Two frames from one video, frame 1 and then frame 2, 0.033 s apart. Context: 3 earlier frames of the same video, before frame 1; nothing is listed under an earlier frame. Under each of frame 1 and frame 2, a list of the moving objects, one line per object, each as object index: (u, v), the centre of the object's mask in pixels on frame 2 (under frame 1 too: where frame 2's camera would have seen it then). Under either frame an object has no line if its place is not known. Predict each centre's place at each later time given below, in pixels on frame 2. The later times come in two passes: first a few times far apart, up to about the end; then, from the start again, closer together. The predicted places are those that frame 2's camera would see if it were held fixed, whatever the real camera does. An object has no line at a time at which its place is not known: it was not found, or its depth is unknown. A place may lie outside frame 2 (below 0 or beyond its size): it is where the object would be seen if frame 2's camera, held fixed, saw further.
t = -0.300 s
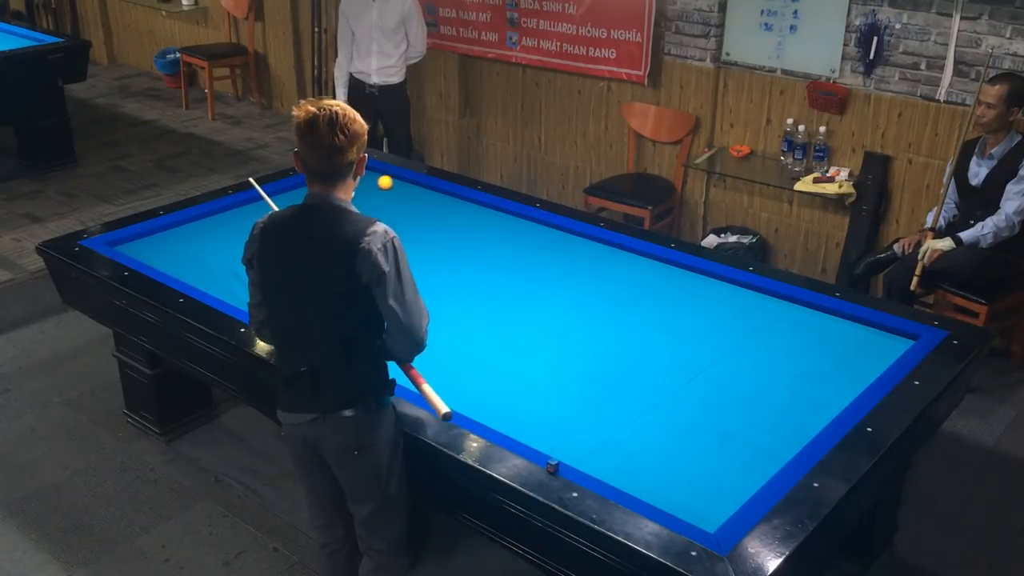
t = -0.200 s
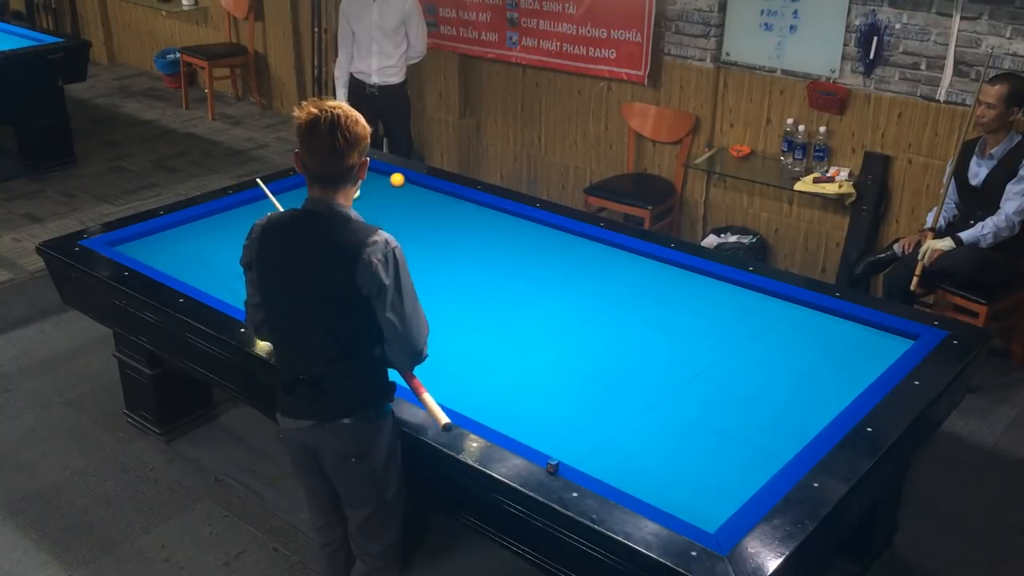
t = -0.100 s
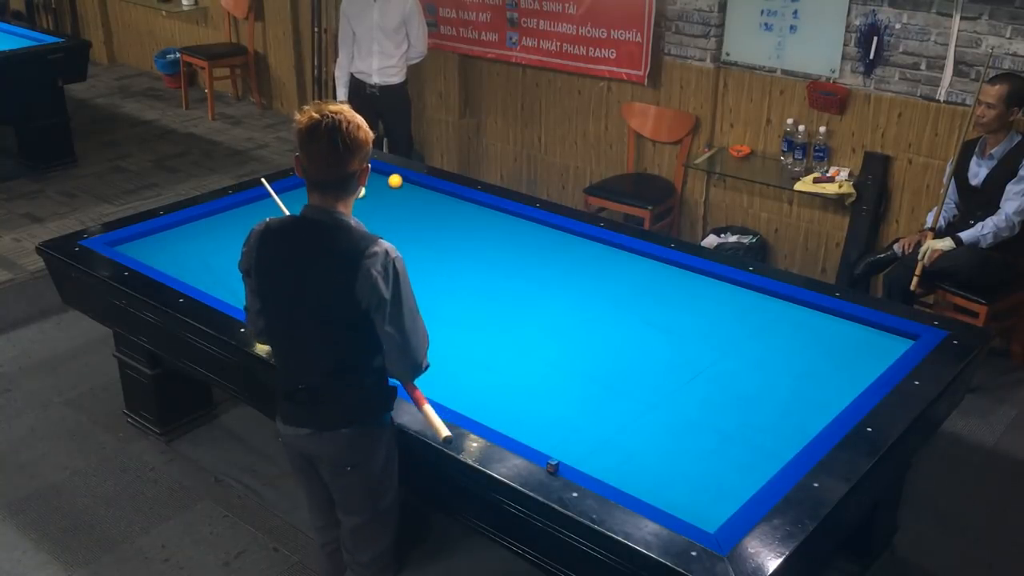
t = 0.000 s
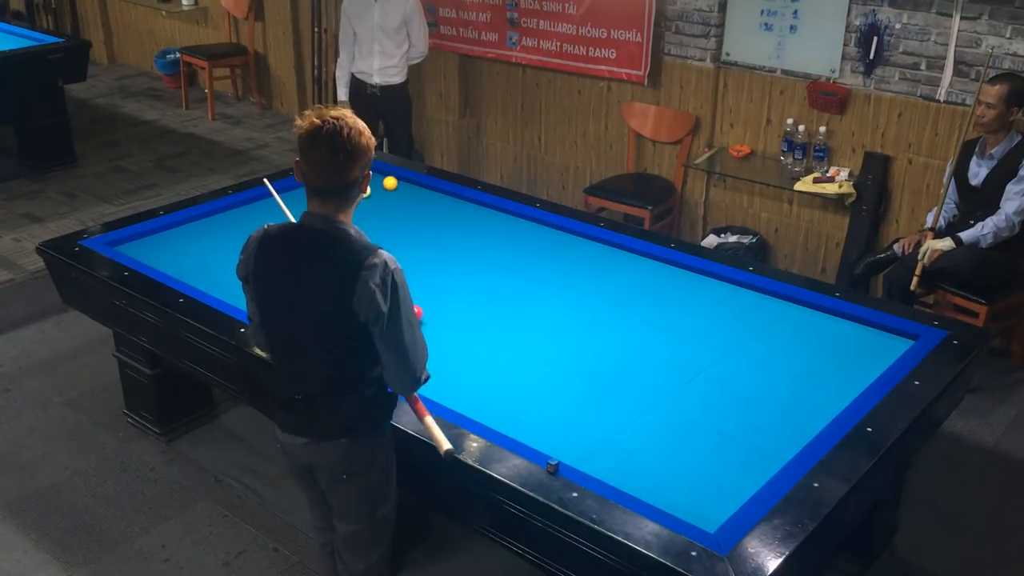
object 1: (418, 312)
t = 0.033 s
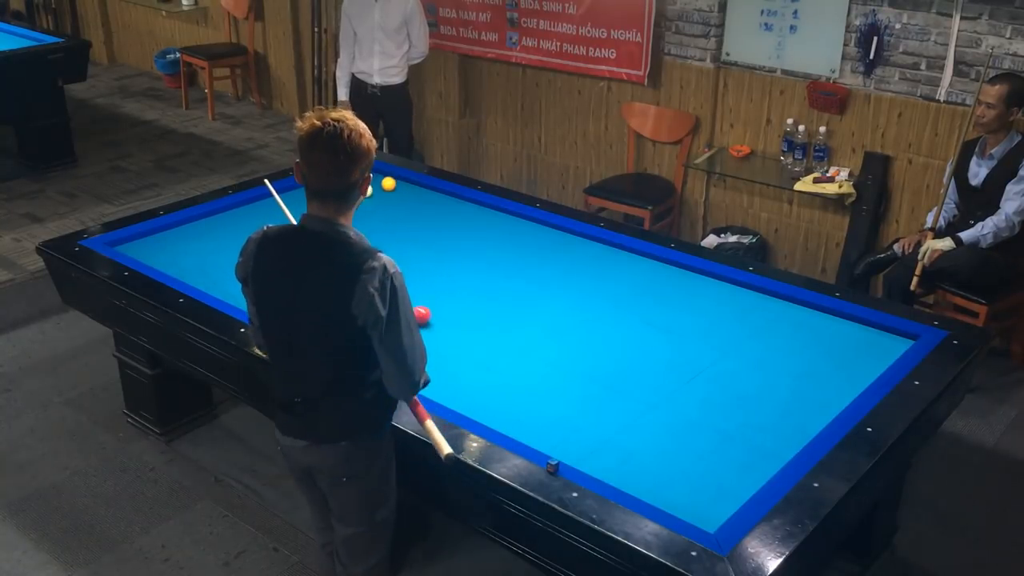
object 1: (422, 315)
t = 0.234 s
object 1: (470, 326)
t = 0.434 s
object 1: (520, 336)
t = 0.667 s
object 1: (580, 347)
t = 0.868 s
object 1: (633, 357)
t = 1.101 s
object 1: (696, 369)
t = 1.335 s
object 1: (761, 381)
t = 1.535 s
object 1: (818, 391)
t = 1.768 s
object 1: (832, 382)
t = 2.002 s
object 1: (815, 360)
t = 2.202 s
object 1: (802, 343)
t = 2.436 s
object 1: (788, 325)
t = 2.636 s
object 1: (777, 310)
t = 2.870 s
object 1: (765, 294)
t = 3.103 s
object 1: (739, 292)
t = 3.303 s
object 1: (717, 291)
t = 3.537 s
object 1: (693, 290)
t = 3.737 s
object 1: (672, 288)
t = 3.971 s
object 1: (650, 287)
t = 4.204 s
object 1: (628, 286)
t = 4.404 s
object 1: (610, 284)
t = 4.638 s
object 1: (590, 283)
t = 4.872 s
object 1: (571, 282)
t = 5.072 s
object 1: (555, 281)
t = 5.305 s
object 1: (538, 280)
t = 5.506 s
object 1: (523, 280)
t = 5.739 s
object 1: (507, 279)
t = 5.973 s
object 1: (492, 278)
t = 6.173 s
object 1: (480, 277)
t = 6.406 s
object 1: (467, 277)
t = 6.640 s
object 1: (454, 276)
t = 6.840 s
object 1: (443, 276)
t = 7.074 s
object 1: (433, 275)
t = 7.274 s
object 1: (423, 275)
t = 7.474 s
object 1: (415, 274)
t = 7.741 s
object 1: (404, 274)
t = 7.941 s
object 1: (397, 274)
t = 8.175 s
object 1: (389, 273)
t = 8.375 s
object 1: (384, 273)
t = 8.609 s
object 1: (377, 273)
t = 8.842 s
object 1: (372, 272)
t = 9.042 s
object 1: (367, 272)
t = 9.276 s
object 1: (363, 272)
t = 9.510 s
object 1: (360, 272)
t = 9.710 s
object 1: (357, 272)
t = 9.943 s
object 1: (355, 272)
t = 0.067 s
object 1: (429, 318)
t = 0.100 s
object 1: (437, 319)
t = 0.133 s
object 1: (445, 321)
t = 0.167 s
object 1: (453, 323)
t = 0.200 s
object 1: (462, 324)
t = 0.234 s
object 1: (470, 326)
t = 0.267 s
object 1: (478, 328)
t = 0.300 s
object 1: (487, 329)
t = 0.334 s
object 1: (495, 331)
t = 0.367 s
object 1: (503, 332)
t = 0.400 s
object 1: (512, 334)
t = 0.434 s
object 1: (520, 336)
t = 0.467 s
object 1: (529, 337)
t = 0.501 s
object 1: (537, 339)
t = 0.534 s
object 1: (546, 341)
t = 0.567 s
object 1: (554, 342)
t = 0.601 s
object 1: (563, 344)
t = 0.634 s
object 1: (571, 346)
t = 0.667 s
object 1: (580, 347)
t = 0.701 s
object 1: (589, 349)
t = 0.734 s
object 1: (598, 350)
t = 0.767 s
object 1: (607, 352)
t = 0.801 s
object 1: (615, 354)
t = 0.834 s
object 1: (624, 356)
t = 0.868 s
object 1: (633, 357)
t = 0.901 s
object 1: (642, 359)
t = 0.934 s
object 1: (651, 361)
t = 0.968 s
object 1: (660, 362)
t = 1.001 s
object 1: (669, 364)
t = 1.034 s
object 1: (678, 366)
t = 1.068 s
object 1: (687, 368)
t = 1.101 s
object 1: (696, 369)
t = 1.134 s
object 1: (705, 371)
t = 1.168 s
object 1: (714, 373)
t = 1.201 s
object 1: (724, 374)
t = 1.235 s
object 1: (733, 376)
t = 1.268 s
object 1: (742, 378)
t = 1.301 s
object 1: (751, 380)
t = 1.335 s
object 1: (761, 381)
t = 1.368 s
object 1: (770, 383)
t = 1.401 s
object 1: (780, 385)
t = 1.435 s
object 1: (789, 387)
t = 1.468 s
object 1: (799, 388)
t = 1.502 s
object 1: (808, 390)
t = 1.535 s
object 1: (818, 391)
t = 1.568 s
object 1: (827, 394)
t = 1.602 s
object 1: (837, 396)
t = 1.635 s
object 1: (845, 395)
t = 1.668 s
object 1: (842, 393)
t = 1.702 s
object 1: (838, 389)
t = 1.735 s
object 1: (835, 386)
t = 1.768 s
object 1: (832, 382)
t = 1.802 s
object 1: (830, 379)
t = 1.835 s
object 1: (828, 376)
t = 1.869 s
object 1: (825, 372)
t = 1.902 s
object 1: (823, 370)
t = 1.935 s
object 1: (820, 366)
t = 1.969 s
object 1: (818, 364)
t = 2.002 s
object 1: (815, 360)
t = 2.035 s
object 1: (813, 357)
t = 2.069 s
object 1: (811, 355)
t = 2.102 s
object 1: (808, 351)
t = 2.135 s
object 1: (807, 349)
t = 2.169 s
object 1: (804, 346)
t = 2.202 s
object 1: (802, 343)
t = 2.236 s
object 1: (800, 340)
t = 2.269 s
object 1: (798, 338)
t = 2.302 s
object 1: (796, 335)
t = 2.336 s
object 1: (794, 332)
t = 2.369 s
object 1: (792, 330)
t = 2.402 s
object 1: (790, 327)
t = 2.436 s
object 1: (788, 325)
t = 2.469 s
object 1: (786, 322)
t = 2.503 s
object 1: (784, 320)
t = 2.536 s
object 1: (782, 317)
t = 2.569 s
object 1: (780, 315)
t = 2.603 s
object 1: (778, 312)
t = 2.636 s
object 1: (777, 310)
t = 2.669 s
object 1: (775, 308)
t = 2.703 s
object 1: (773, 306)
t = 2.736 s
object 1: (771, 303)
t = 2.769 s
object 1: (770, 301)
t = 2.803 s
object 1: (768, 298)
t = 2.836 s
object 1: (767, 296)
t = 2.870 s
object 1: (765, 294)
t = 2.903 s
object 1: (762, 293)
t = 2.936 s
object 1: (758, 293)
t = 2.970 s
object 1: (754, 293)
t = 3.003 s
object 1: (750, 293)
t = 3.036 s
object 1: (747, 293)
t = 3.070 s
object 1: (743, 292)
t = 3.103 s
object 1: (739, 292)
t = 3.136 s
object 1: (736, 292)
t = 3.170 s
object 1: (732, 292)
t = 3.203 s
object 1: (728, 292)
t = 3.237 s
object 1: (725, 291)
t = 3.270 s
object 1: (721, 291)
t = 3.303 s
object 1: (717, 291)
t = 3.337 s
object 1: (714, 291)
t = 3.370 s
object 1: (710, 291)
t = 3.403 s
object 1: (707, 290)
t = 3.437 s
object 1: (703, 290)
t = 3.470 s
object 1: (700, 290)
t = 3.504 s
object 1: (696, 290)
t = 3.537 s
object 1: (693, 290)
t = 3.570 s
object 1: (689, 289)
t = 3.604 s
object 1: (686, 289)
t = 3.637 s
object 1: (683, 289)
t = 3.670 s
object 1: (679, 289)
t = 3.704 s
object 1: (676, 289)
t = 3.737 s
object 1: (672, 288)
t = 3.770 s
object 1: (669, 288)
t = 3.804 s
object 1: (666, 288)
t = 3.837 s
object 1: (663, 288)
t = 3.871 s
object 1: (659, 288)
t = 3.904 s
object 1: (656, 288)
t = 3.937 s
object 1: (653, 287)
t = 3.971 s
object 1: (650, 287)
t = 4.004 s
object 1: (646, 287)
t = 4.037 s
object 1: (643, 286)
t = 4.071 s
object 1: (640, 286)
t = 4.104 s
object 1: (637, 286)
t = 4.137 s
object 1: (634, 286)
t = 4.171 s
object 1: (631, 286)
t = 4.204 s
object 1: (628, 286)
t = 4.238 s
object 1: (625, 285)
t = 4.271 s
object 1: (621, 285)
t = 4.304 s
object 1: (619, 285)
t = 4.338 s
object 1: (616, 285)
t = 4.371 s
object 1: (613, 285)
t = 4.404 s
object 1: (610, 284)
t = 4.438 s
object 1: (607, 284)
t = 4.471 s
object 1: (604, 284)
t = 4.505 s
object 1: (601, 284)
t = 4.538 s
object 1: (599, 284)
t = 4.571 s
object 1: (596, 283)
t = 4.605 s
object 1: (593, 283)
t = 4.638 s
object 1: (590, 283)
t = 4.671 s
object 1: (587, 283)
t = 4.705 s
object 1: (585, 283)
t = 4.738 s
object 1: (582, 283)
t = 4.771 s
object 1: (579, 283)
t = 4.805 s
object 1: (576, 282)
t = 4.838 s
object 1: (573, 282)
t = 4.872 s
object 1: (571, 282)
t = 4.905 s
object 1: (568, 282)
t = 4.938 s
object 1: (566, 282)
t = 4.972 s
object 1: (563, 282)
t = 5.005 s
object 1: (560, 282)
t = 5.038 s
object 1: (558, 282)
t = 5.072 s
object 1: (555, 281)
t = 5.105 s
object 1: (553, 281)
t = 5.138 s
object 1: (550, 281)
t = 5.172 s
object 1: (548, 281)
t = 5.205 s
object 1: (545, 281)
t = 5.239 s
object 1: (543, 281)
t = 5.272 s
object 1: (540, 281)
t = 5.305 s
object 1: (538, 280)
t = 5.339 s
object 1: (535, 280)
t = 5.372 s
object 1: (533, 280)
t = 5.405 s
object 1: (531, 280)
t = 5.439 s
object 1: (528, 280)
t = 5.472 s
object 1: (525, 280)
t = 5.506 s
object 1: (523, 280)
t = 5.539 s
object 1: (521, 279)
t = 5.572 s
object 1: (519, 280)
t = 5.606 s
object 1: (516, 279)
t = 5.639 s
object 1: (514, 279)
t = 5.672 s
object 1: (512, 279)
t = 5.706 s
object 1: (510, 279)
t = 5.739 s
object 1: (507, 279)
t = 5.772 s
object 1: (505, 279)
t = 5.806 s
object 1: (503, 279)
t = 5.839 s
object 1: (501, 279)
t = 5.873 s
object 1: (499, 279)
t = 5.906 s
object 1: (496, 278)
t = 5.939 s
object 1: (494, 278)
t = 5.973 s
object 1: (492, 278)
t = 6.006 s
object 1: (490, 278)
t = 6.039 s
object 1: (488, 278)
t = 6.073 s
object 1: (486, 278)
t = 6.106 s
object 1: (484, 278)
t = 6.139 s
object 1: (482, 278)
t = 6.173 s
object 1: (480, 277)
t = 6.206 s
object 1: (478, 278)
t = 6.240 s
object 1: (476, 277)
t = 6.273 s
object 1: (474, 277)
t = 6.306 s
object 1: (472, 277)
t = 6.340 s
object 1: (470, 277)
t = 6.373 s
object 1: (468, 277)
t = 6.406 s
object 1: (467, 277)
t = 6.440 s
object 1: (464, 277)
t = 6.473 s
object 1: (463, 277)
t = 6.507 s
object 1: (461, 277)
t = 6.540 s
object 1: (459, 276)
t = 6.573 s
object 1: (457, 277)
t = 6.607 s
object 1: (456, 276)
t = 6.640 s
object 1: (454, 276)
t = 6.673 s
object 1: (452, 276)
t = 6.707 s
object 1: (450, 276)
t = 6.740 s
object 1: (449, 276)
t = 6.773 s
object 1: (447, 276)
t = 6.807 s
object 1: (446, 276)
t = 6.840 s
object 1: (443, 276)
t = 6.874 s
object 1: (442, 276)
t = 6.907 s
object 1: (441, 276)
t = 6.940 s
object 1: (439, 275)
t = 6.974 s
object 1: (437, 275)
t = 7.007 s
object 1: (436, 275)
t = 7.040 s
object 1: (434, 276)
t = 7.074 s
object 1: (433, 275)
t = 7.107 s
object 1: (431, 275)
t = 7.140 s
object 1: (430, 275)
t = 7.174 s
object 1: (428, 275)
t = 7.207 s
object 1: (427, 275)
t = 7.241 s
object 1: (425, 275)
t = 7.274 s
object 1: (423, 275)
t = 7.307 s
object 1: (422, 275)
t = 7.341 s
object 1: (421, 275)
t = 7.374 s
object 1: (419, 275)
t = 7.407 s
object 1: (418, 275)
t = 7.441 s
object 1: (416, 275)
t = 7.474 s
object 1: (415, 274)
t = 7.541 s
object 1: (412, 274)
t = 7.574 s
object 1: (411, 274)
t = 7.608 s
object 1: (410, 275)
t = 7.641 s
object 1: (408, 274)
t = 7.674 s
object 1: (407, 274)
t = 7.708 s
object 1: (406, 274)
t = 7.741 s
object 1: (404, 274)
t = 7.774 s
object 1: (403, 274)
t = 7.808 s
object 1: (402, 274)
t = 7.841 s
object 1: (401, 274)
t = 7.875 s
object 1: (400, 274)
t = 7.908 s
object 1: (398, 274)
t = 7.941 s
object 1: (397, 274)
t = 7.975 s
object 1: (396, 274)
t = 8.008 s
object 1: (395, 274)
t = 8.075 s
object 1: (393, 273)
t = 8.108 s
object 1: (392, 273)
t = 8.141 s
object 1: (391, 273)
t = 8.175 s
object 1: (389, 273)
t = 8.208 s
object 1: (388, 273)
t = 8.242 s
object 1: (388, 273)
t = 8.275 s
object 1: (387, 273)
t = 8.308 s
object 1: (386, 273)
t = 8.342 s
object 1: (385, 273)
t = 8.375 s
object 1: (384, 273)
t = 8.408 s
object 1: (383, 273)
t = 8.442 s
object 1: (382, 273)
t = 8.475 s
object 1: (381, 273)
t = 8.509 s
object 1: (380, 273)
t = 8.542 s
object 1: (379, 273)
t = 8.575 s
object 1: (378, 273)
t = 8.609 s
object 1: (377, 273)
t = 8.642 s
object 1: (376, 273)
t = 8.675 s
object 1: (376, 272)
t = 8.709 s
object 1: (375, 273)
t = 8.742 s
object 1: (374, 272)
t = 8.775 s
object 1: (373, 272)
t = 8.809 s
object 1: (373, 272)
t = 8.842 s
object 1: (372, 272)
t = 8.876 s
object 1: (371, 273)
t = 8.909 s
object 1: (370, 272)
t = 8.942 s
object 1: (369, 273)
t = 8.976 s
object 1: (369, 272)
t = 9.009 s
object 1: (368, 272)
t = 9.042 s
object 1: (367, 272)
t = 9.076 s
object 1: (367, 272)
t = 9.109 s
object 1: (366, 272)
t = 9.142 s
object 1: (366, 272)
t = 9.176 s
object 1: (365, 272)
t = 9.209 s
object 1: (364, 272)
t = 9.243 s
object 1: (364, 272)
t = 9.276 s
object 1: (363, 272)
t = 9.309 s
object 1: (363, 272)
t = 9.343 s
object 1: (362, 272)
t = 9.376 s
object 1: (362, 272)
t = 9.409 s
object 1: (361, 272)
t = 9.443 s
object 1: (361, 272)
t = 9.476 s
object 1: (360, 272)
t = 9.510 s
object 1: (360, 272)
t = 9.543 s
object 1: (359, 272)
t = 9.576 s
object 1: (359, 272)
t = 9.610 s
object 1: (358, 272)
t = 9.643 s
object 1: (358, 272)
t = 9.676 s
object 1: (358, 272)
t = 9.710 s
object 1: (357, 272)
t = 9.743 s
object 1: (357, 272)
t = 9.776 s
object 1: (357, 272)
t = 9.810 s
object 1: (357, 272)
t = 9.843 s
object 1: (356, 272)
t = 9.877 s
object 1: (356, 272)
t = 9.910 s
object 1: (355, 272)
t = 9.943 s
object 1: (355, 272)
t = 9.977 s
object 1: (355, 272)
